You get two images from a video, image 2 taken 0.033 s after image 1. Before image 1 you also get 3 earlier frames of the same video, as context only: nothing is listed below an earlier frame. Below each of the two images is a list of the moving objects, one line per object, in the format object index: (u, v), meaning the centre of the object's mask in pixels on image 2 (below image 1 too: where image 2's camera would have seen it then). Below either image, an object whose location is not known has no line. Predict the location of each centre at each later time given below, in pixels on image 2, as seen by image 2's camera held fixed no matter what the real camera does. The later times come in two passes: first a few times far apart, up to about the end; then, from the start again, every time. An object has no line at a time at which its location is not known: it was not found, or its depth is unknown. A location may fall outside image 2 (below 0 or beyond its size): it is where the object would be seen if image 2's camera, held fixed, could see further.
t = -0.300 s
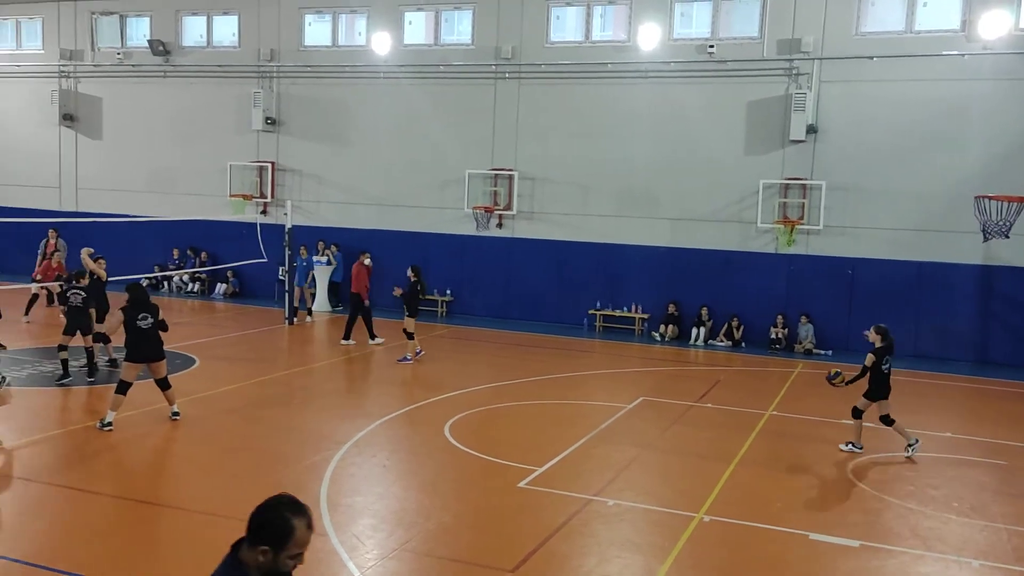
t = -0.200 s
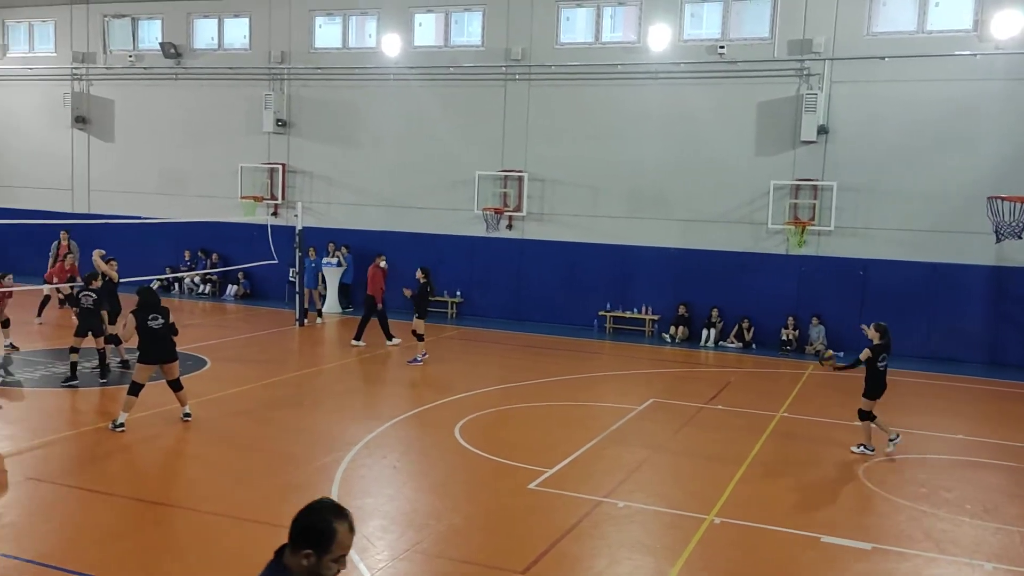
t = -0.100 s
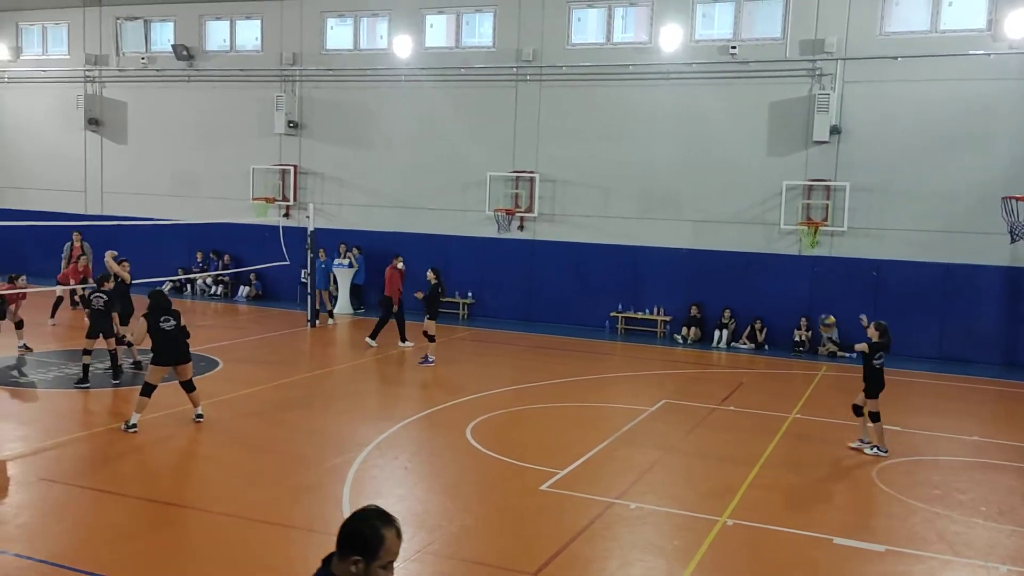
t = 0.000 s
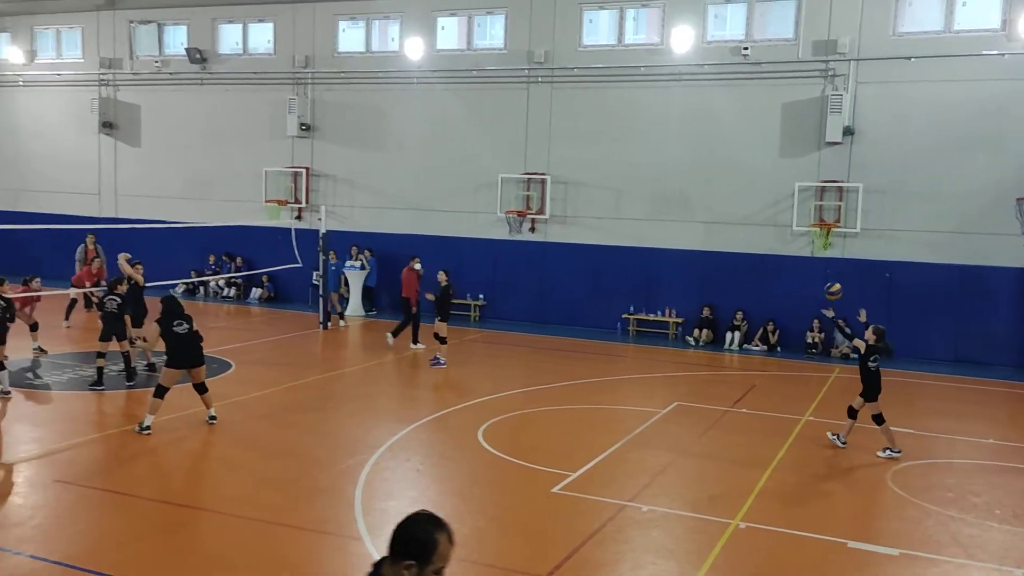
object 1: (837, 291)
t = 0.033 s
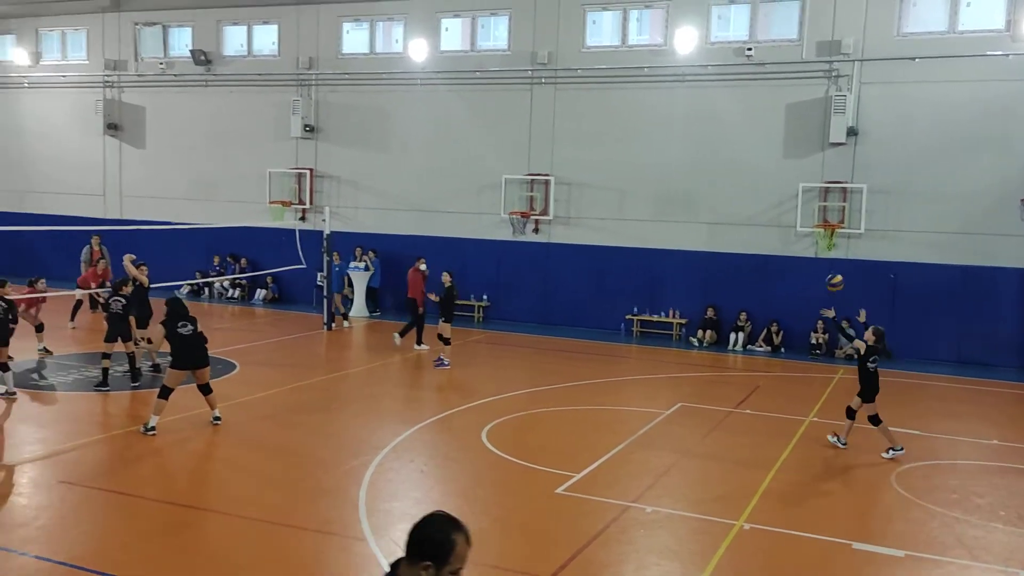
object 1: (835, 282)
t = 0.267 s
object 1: (815, 242)
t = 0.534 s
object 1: (793, 250)
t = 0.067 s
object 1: (832, 274)
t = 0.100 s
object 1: (830, 266)
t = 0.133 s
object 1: (827, 260)
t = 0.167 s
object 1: (824, 254)
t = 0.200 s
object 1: (821, 249)
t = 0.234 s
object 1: (818, 245)
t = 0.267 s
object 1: (815, 242)
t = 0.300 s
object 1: (812, 240)
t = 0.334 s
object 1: (809, 239)
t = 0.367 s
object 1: (806, 239)
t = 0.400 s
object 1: (804, 239)
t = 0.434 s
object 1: (802, 241)
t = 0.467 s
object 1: (799, 243)
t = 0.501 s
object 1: (796, 246)
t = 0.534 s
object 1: (793, 250)
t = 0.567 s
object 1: (790, 256)
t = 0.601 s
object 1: (788, 262)
